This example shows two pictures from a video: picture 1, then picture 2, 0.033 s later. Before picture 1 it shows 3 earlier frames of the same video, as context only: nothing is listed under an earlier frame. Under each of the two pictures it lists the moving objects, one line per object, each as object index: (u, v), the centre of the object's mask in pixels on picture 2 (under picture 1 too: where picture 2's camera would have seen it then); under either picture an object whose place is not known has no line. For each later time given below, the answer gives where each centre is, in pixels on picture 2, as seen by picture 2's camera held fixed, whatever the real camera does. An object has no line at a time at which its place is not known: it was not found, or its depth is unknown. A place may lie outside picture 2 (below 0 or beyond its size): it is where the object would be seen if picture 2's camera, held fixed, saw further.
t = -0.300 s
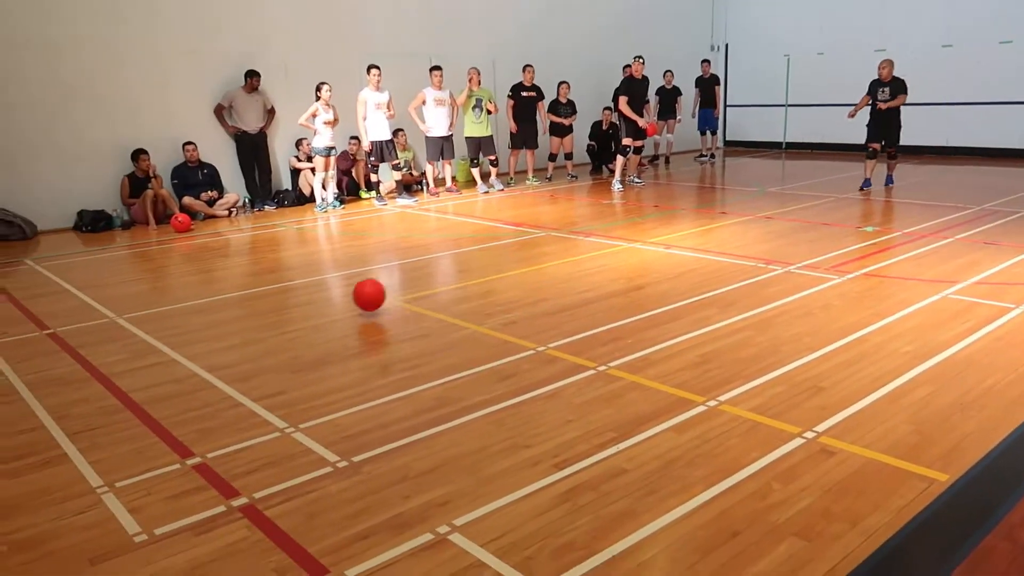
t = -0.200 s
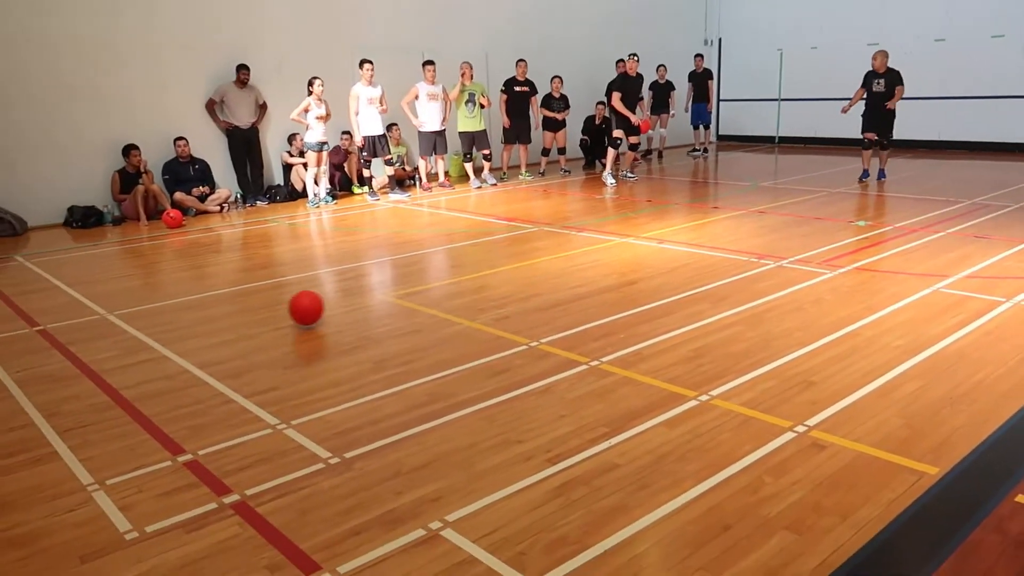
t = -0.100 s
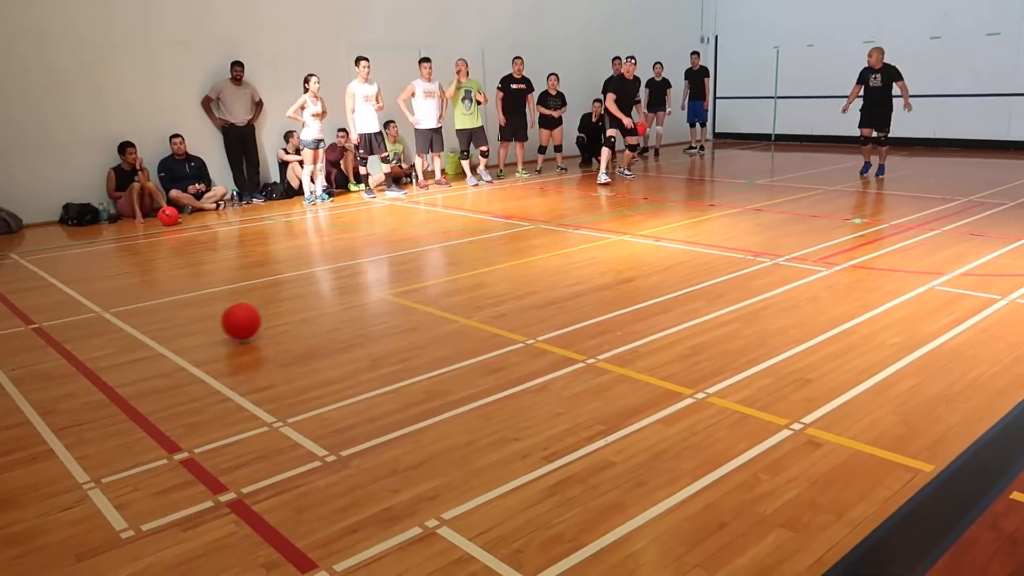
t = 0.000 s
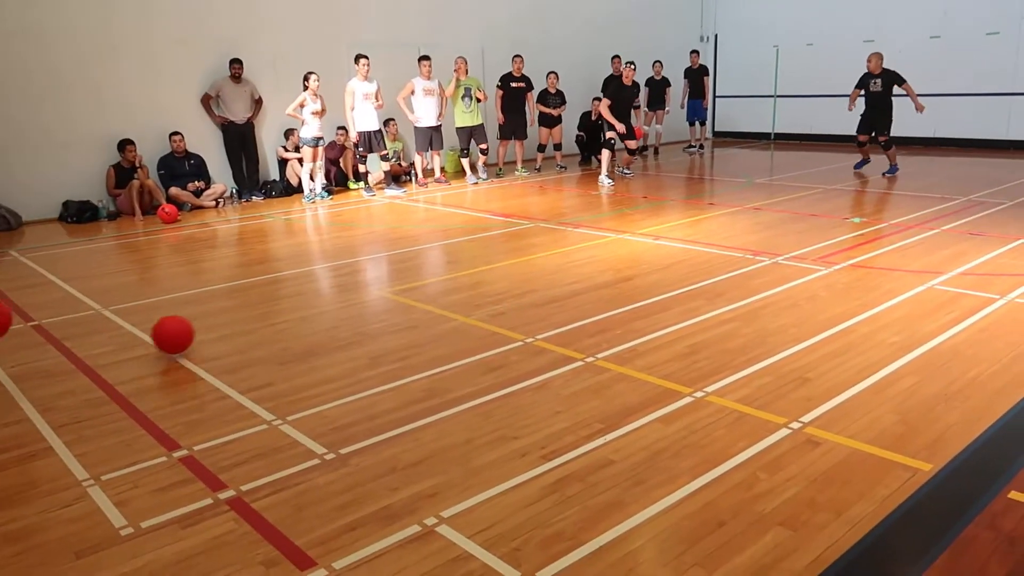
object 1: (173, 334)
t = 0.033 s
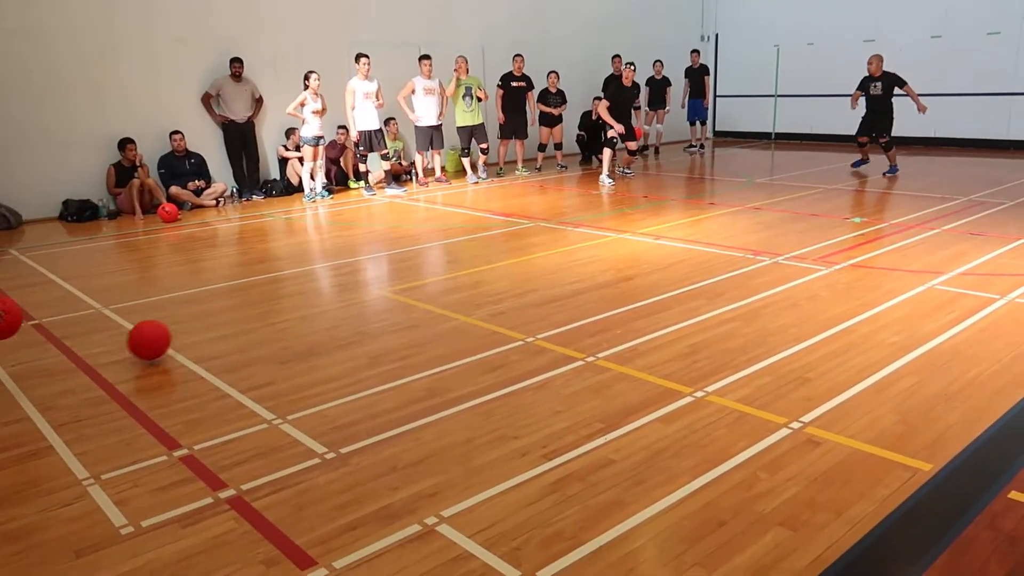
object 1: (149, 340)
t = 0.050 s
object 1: (137, 344)
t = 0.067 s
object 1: (124, 349)
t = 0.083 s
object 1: (112, 353)
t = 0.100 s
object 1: (99, 356)
